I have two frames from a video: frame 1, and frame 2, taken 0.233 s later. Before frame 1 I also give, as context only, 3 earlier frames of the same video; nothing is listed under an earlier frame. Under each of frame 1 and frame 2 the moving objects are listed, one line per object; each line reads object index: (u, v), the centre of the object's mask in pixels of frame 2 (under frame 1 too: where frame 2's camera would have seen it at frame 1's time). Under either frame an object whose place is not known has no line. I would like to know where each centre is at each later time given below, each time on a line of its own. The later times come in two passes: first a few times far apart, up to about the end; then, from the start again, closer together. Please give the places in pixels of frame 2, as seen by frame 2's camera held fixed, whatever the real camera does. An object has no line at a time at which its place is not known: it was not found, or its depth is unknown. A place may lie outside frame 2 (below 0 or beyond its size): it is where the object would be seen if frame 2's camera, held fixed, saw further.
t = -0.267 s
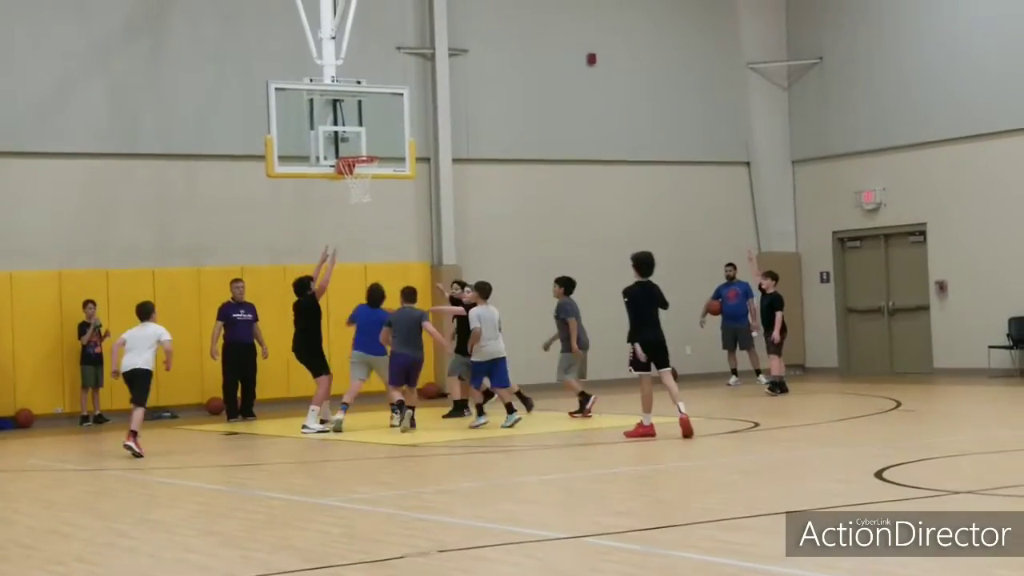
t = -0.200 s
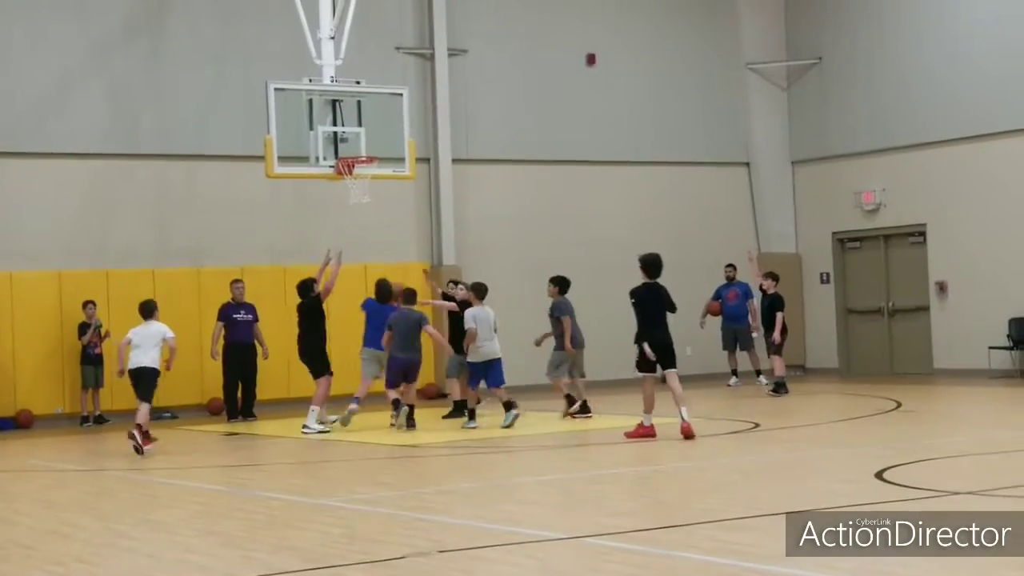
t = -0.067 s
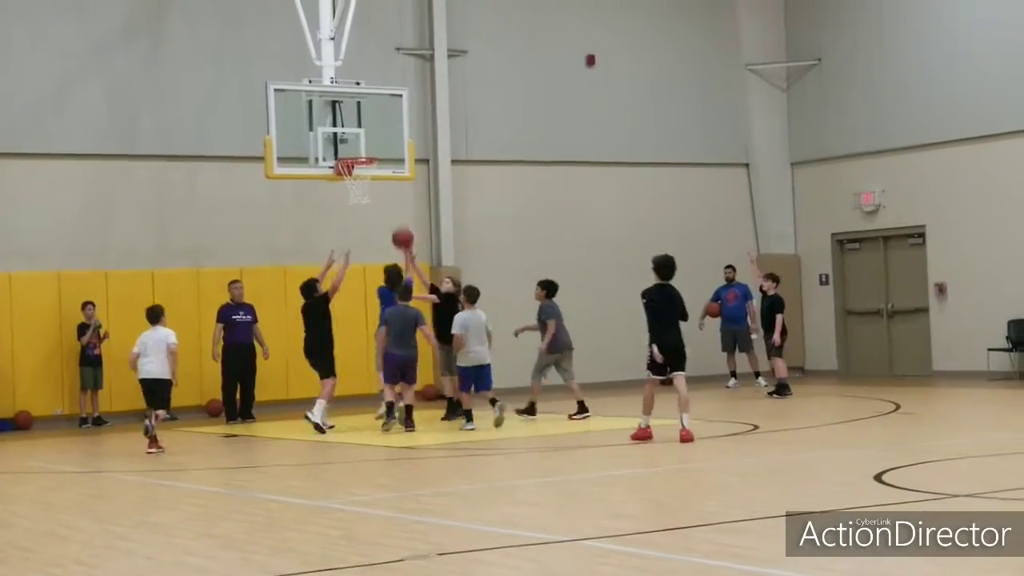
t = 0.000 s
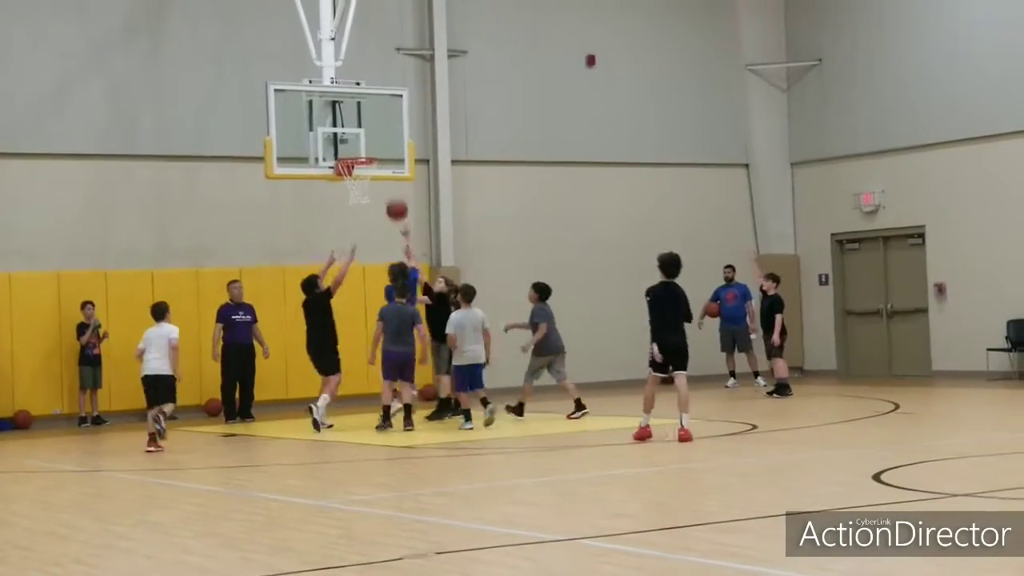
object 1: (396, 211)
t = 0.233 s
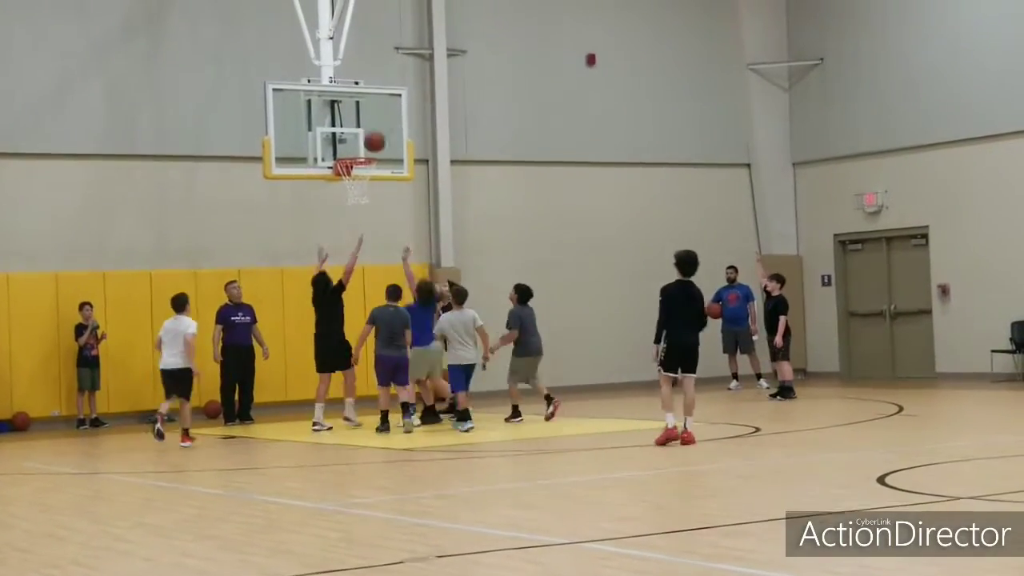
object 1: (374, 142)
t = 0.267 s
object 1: (371, 135)
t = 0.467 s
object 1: (356, 122)
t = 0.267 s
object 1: (371, 135)
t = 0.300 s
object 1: (368, 131)
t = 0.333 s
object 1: (366, 127)
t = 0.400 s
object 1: (361, 123)
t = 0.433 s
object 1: (359, 121)
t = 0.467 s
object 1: (356, 122)
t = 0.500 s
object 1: (353, 123)
